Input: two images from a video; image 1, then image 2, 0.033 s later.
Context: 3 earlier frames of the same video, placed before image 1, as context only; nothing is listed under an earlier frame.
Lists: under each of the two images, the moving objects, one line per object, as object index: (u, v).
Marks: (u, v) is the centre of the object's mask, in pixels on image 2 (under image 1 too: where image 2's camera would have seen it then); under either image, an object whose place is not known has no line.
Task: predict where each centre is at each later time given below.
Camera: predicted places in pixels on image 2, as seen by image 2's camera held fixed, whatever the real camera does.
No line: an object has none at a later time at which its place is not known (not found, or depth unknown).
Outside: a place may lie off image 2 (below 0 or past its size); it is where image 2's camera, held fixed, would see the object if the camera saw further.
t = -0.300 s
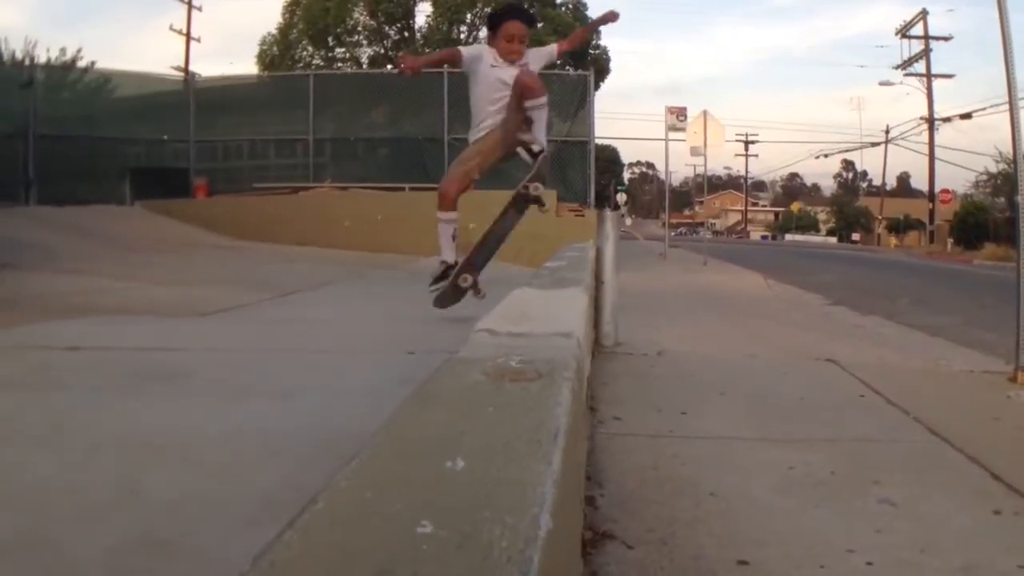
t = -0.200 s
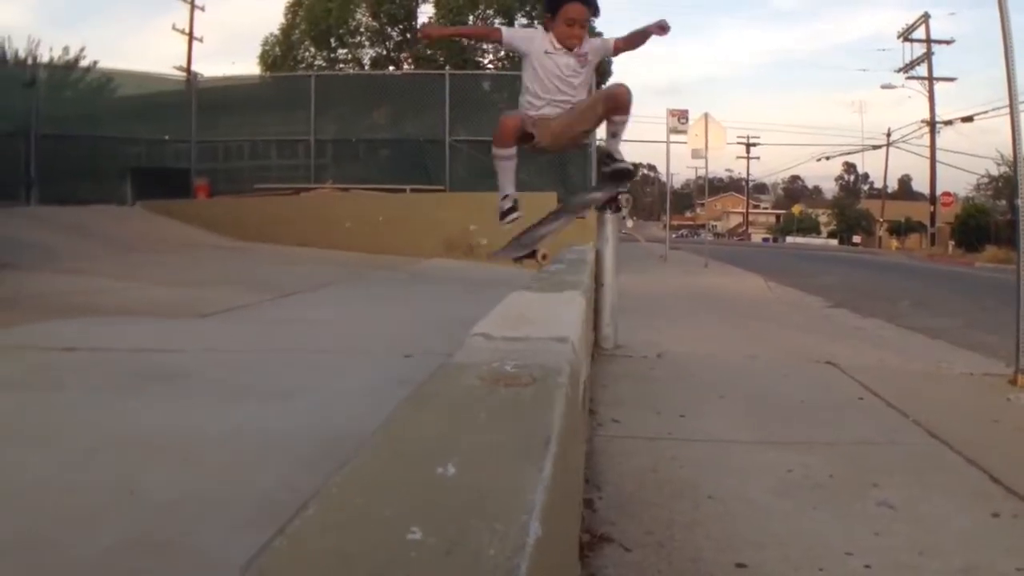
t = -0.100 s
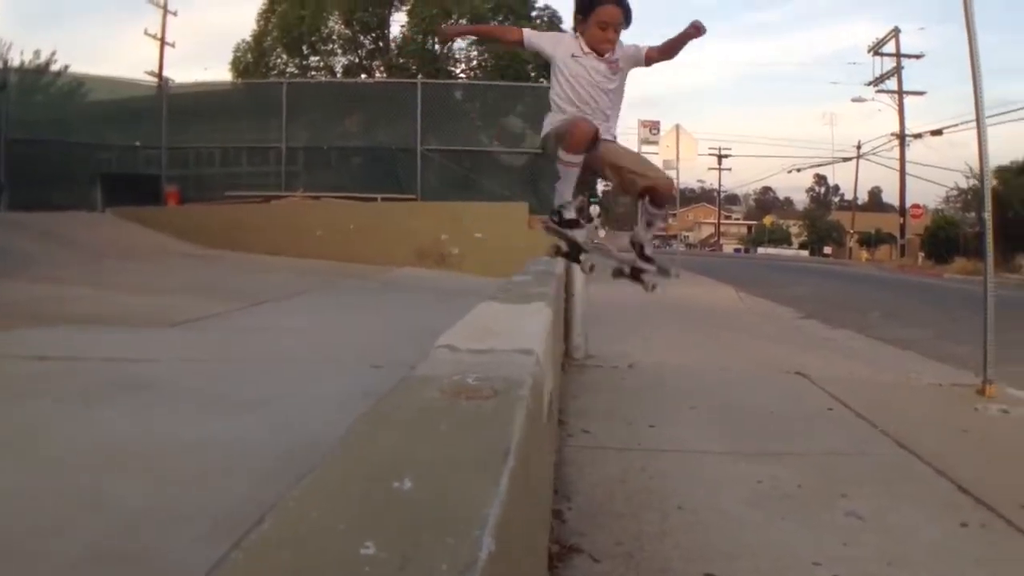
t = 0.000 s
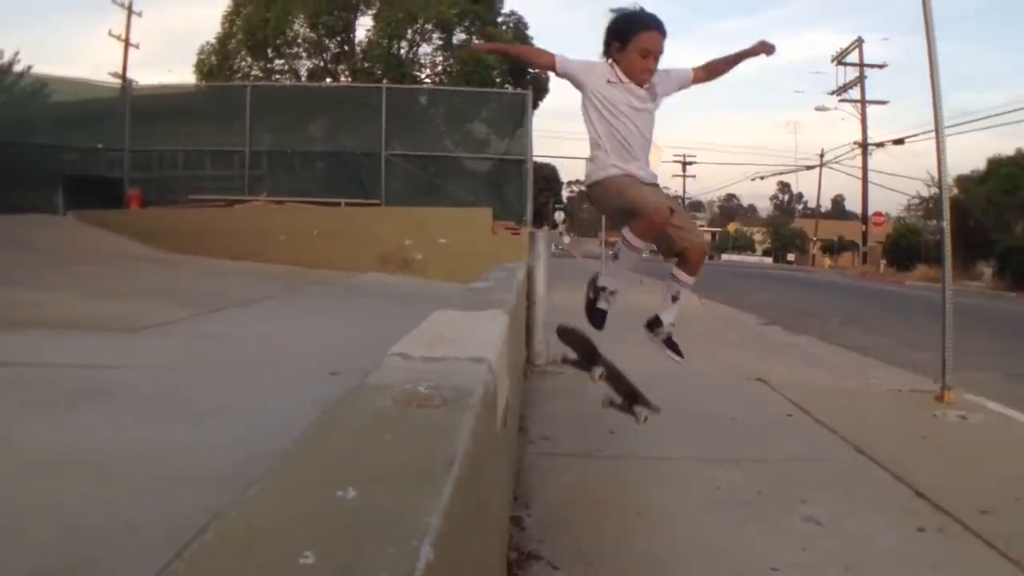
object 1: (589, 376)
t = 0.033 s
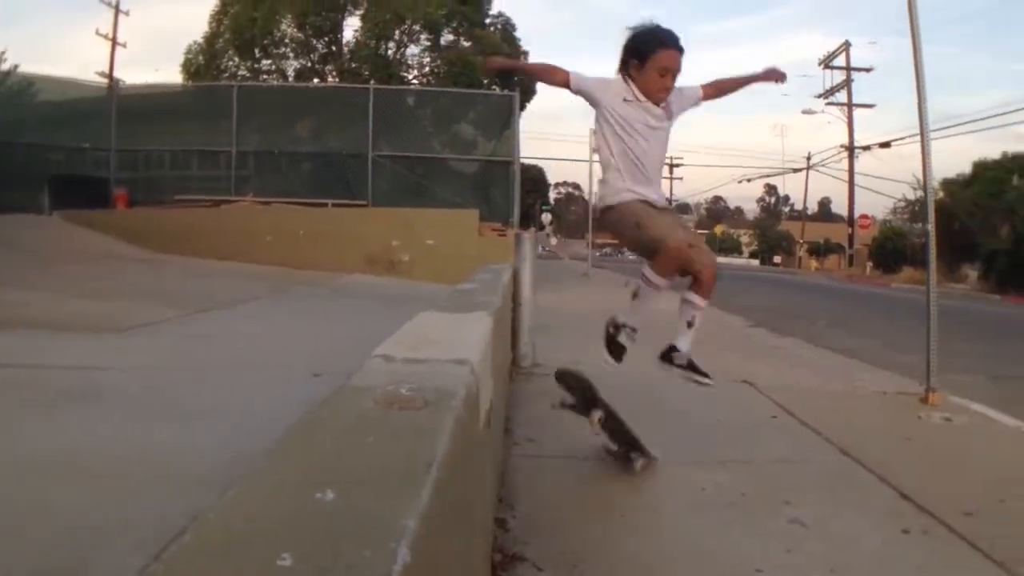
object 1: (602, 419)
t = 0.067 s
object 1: (607, 445)
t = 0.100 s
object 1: (620, 456)
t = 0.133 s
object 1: (623, 456)
